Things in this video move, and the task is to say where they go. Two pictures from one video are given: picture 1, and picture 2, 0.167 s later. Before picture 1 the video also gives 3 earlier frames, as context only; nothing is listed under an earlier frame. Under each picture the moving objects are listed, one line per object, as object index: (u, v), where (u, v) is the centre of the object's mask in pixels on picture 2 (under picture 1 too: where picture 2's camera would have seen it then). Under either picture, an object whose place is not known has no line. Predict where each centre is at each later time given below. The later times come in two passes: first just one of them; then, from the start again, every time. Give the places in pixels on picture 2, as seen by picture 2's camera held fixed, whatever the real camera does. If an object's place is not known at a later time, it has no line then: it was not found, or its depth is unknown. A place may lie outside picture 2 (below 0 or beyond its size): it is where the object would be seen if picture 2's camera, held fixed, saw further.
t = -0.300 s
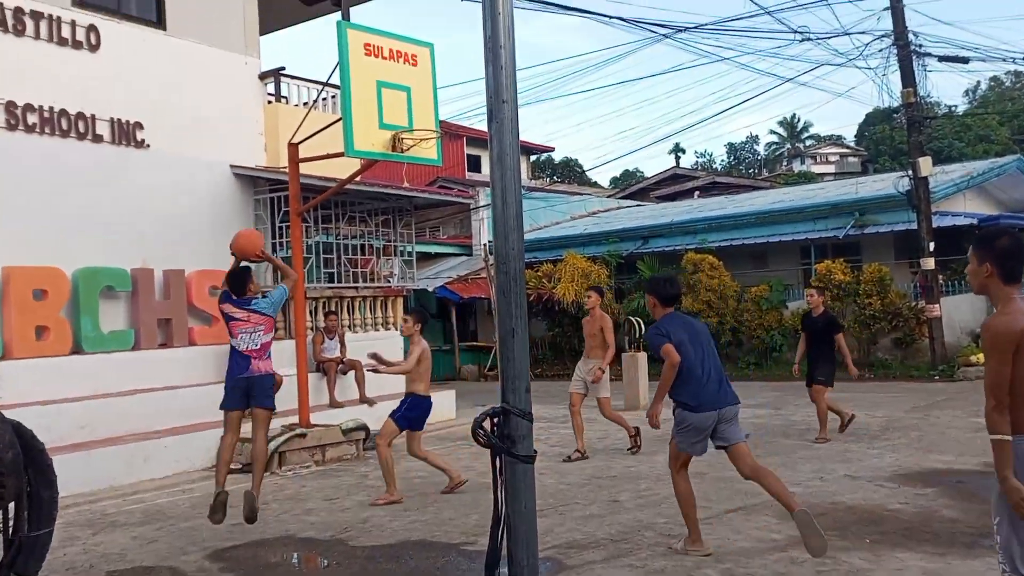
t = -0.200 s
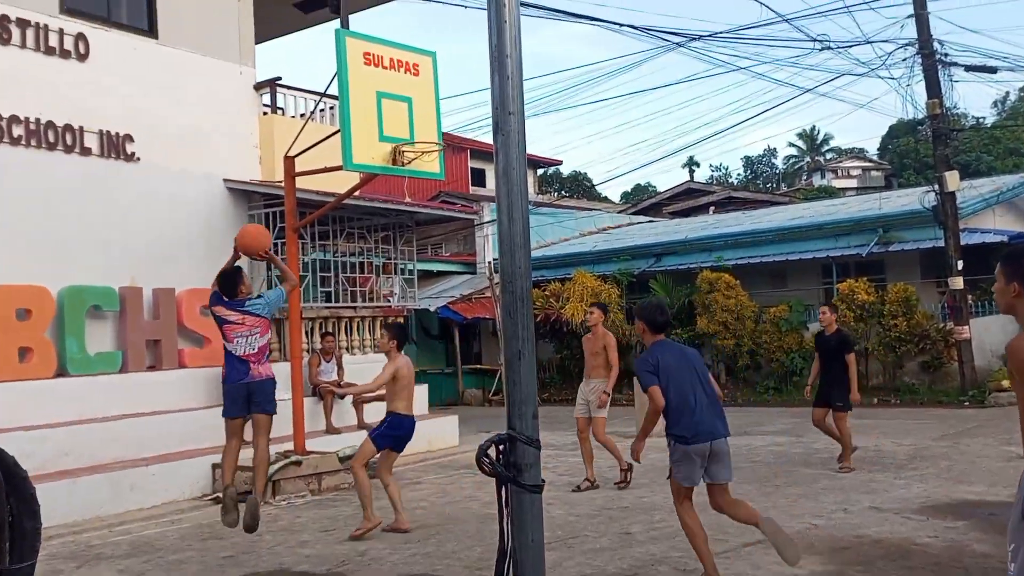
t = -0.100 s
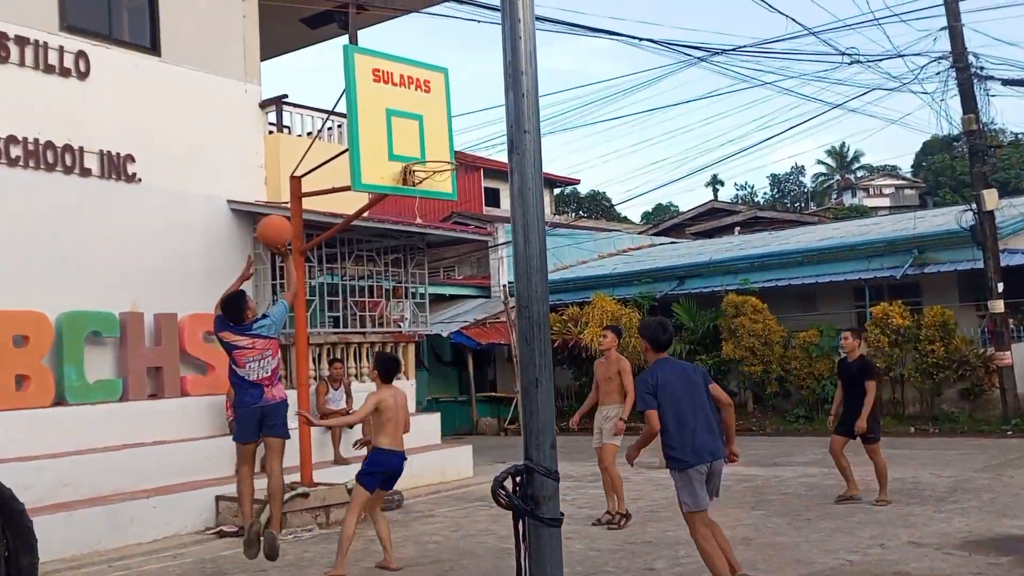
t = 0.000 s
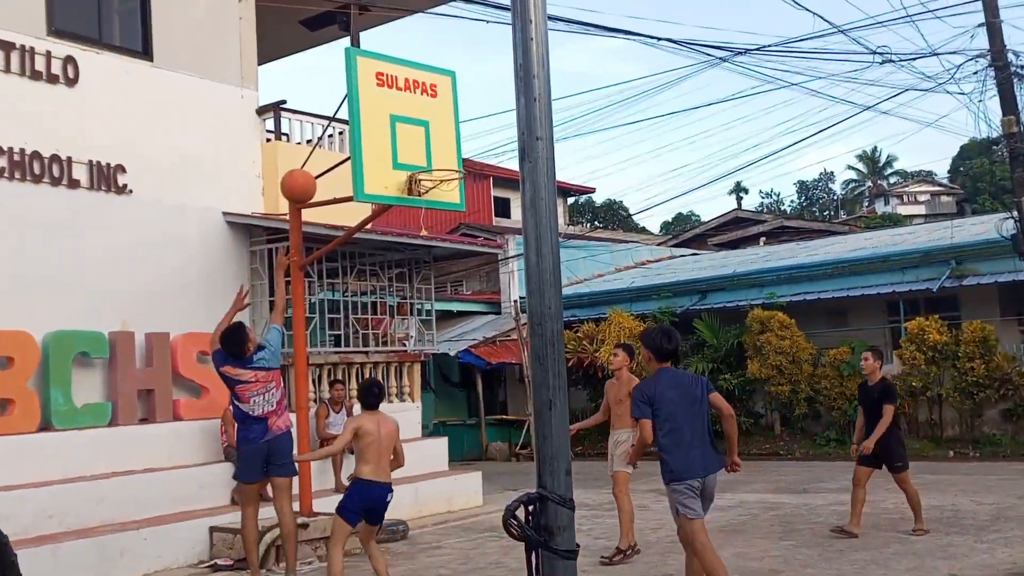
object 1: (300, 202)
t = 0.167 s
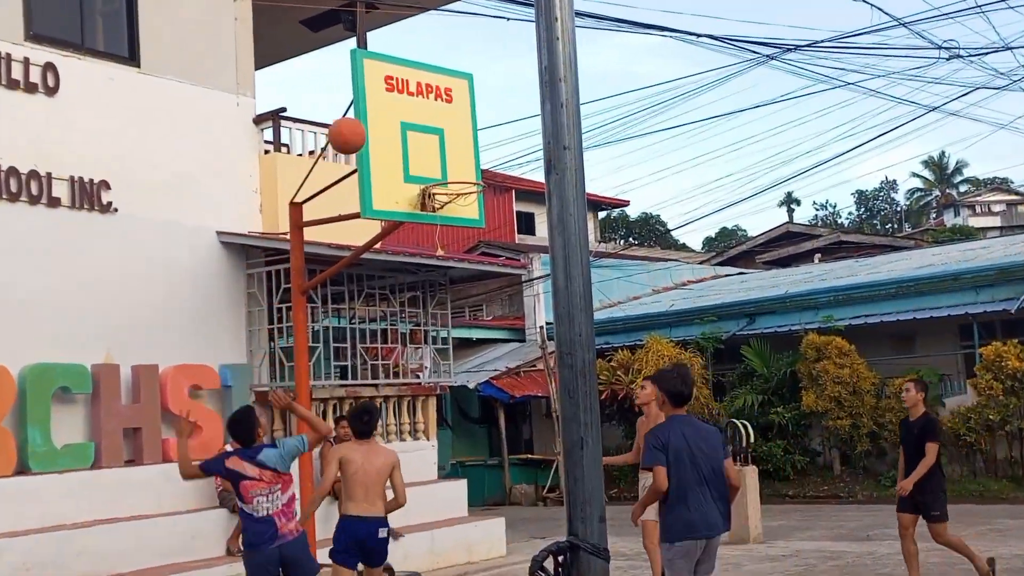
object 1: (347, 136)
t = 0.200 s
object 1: (356, 129)
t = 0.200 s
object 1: (356, 129)
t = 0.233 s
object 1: (364, 122)
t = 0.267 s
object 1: (373, 118)
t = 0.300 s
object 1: (381, 117)
